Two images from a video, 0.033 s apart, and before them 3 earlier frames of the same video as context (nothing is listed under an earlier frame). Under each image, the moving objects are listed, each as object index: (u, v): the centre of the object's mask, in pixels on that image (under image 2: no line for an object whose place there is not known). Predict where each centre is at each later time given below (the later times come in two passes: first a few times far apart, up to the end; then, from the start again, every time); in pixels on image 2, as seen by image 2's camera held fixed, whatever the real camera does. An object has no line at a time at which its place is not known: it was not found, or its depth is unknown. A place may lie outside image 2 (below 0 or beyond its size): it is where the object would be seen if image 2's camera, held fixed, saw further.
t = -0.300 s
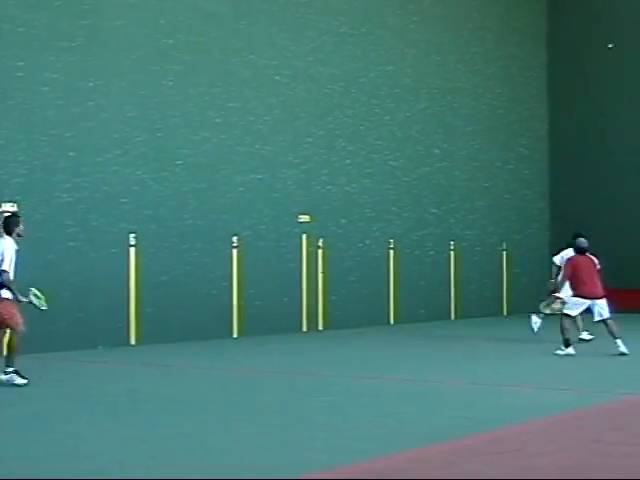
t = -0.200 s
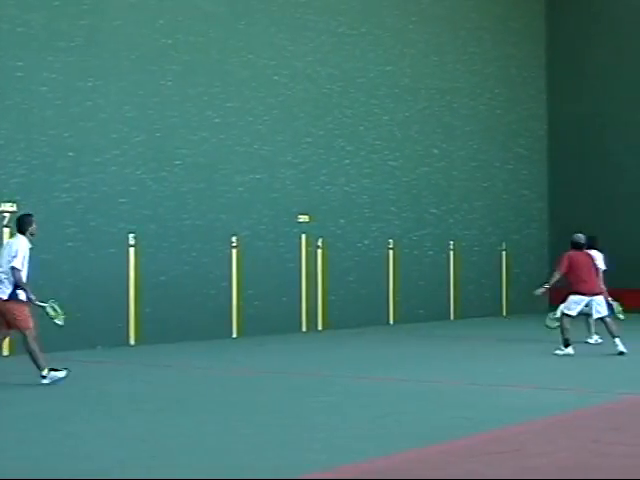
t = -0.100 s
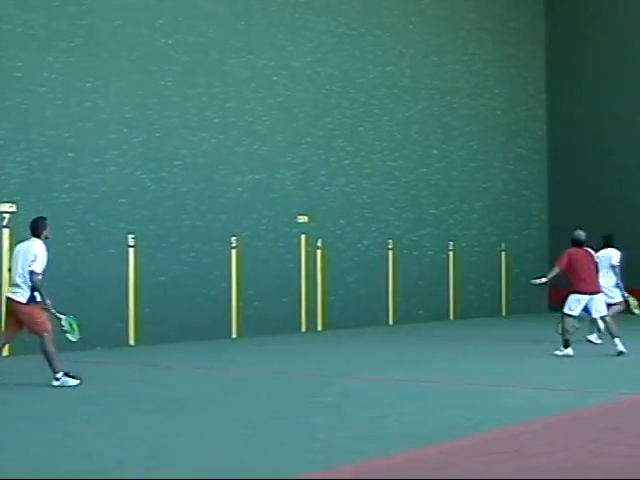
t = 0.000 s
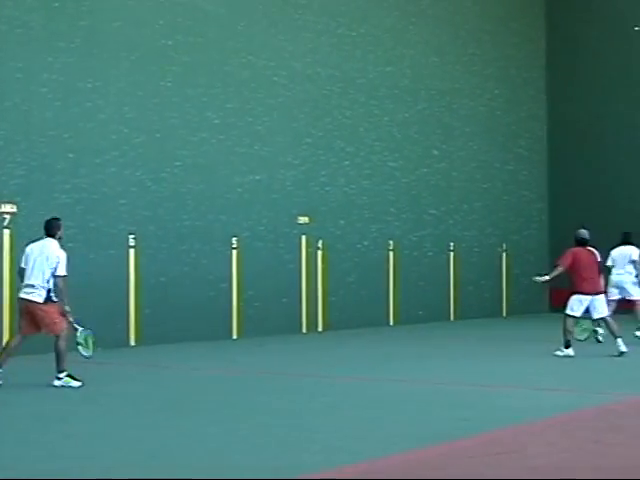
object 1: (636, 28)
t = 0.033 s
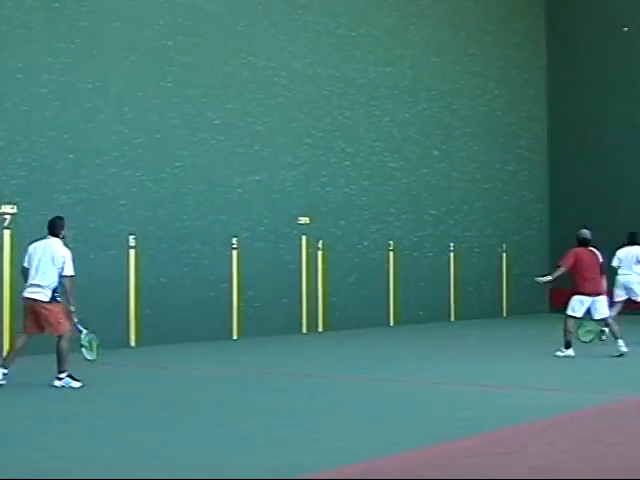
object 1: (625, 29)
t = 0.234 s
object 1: (548, 39)
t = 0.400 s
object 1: (474, 63)
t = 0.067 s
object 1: (613, 30)
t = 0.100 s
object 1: (600, 30)
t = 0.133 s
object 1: (587, 31)
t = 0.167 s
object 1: (575, 33)
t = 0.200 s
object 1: (562, 36)
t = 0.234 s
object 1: (548, 39)
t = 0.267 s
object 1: (534, 43)
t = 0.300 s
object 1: (520, 47)
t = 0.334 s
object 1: (505, 52)
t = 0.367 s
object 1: (490, 57)
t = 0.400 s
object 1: (474, 63)
